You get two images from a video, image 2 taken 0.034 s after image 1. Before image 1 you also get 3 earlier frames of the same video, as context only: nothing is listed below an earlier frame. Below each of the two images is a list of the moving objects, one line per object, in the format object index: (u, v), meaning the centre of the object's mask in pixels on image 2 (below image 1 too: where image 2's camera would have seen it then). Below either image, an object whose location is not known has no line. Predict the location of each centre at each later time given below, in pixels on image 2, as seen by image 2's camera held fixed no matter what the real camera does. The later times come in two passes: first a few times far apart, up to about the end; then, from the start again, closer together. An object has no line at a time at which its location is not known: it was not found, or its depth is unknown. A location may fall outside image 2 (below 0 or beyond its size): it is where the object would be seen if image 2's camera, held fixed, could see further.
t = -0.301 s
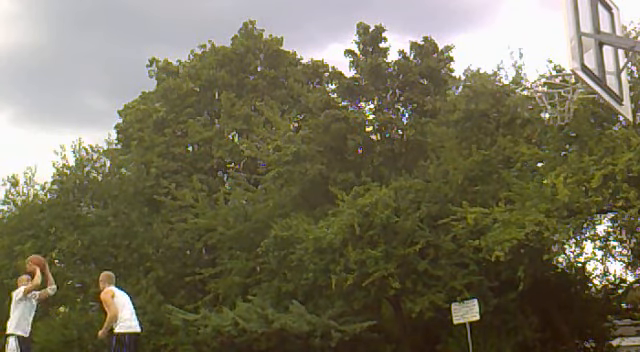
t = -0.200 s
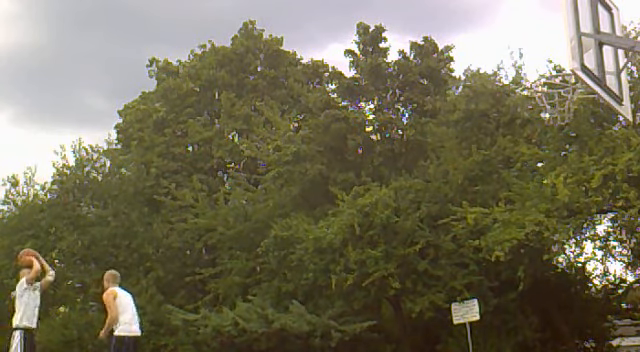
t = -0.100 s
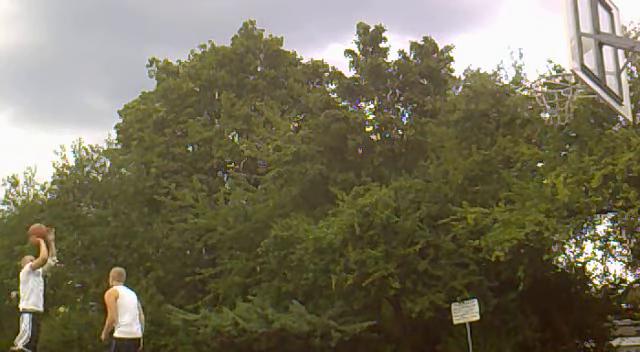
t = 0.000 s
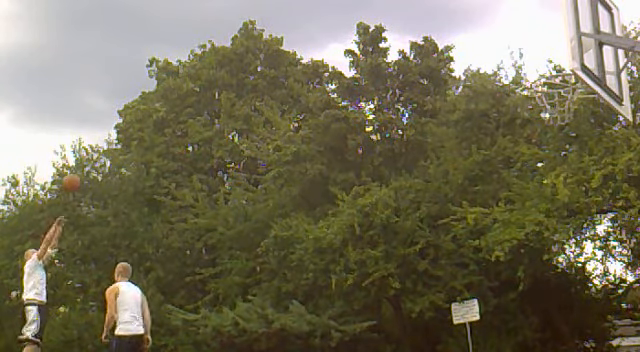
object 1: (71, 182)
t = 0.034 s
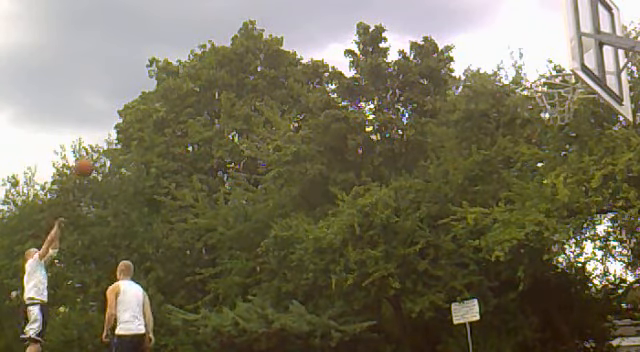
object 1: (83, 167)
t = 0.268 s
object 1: (177, 77)
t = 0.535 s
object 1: (294, 25)
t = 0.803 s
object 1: (424, 28)
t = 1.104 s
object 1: (558, 67)
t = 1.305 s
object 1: (480, 55)
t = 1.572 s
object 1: (384, 90)
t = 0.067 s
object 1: (96, 152)
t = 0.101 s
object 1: (111, 137)
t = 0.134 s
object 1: (123, 124)
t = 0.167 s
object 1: (136, 109)
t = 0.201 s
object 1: (151, 99)
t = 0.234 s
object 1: (165, 87)
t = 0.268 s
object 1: (177, 77)
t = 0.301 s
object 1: (192, 68)
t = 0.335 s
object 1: (205, 58)
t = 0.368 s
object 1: (219, 50)
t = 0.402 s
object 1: (235, 43)
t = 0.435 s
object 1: (248, 37)
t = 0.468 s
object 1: (265, 33)
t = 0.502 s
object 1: (279, 29)
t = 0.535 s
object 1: (294, 25)
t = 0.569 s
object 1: (309, 22)
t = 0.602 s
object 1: (325, 20)
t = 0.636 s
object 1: (341, 19)
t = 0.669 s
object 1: (357, 18)
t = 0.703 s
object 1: (372, 19)
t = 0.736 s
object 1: (389, 21)
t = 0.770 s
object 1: (406, 24)
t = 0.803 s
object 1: (424, 28)
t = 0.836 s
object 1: (441, 33)
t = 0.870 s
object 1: (459, 39)
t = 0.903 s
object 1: (477, 47)
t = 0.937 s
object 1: (496, 55)
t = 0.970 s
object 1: (515, 65)
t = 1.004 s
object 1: (533, 73)
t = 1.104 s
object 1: (558, 67)
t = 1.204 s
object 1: (519, 58)
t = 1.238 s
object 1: (505, 56)
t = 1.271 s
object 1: (493, 55)
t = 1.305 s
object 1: (480, 55)
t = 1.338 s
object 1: (467, 55)
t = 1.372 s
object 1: (455, 58)
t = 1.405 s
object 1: (443, 60)
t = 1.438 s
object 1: (431, 65)
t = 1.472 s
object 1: (420, 69)
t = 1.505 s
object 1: (406, 75)
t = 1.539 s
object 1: (395, 83)
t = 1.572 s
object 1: (384, 90)
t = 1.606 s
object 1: (373, 100)
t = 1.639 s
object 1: (360, 108)
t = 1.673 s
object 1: (348, 119)
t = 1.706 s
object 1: (338, 131)
